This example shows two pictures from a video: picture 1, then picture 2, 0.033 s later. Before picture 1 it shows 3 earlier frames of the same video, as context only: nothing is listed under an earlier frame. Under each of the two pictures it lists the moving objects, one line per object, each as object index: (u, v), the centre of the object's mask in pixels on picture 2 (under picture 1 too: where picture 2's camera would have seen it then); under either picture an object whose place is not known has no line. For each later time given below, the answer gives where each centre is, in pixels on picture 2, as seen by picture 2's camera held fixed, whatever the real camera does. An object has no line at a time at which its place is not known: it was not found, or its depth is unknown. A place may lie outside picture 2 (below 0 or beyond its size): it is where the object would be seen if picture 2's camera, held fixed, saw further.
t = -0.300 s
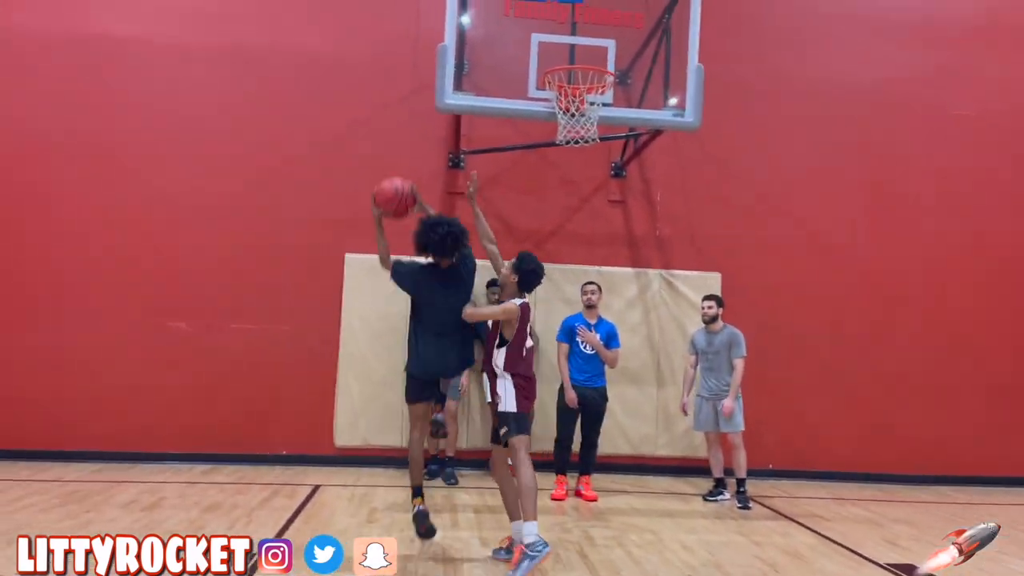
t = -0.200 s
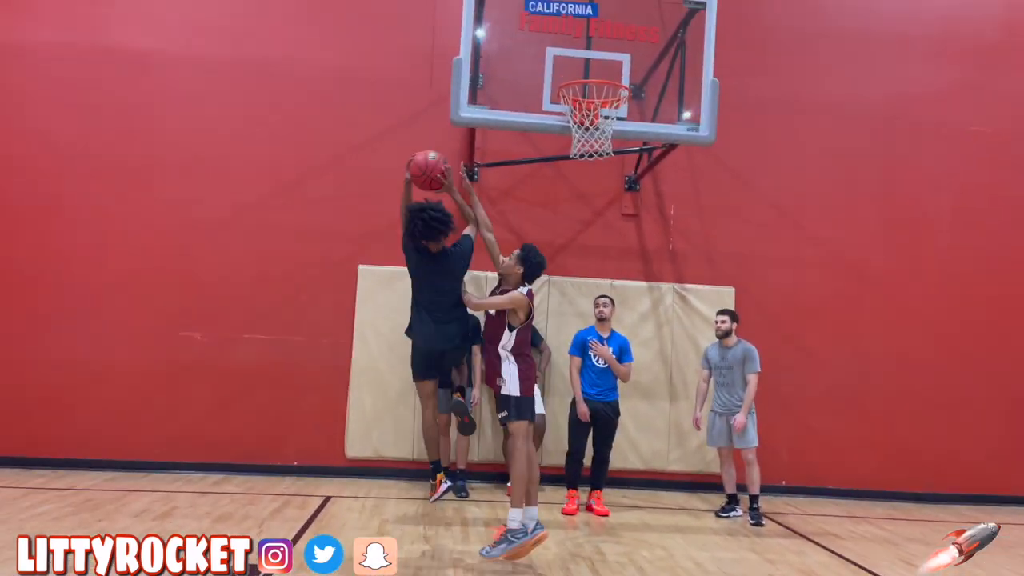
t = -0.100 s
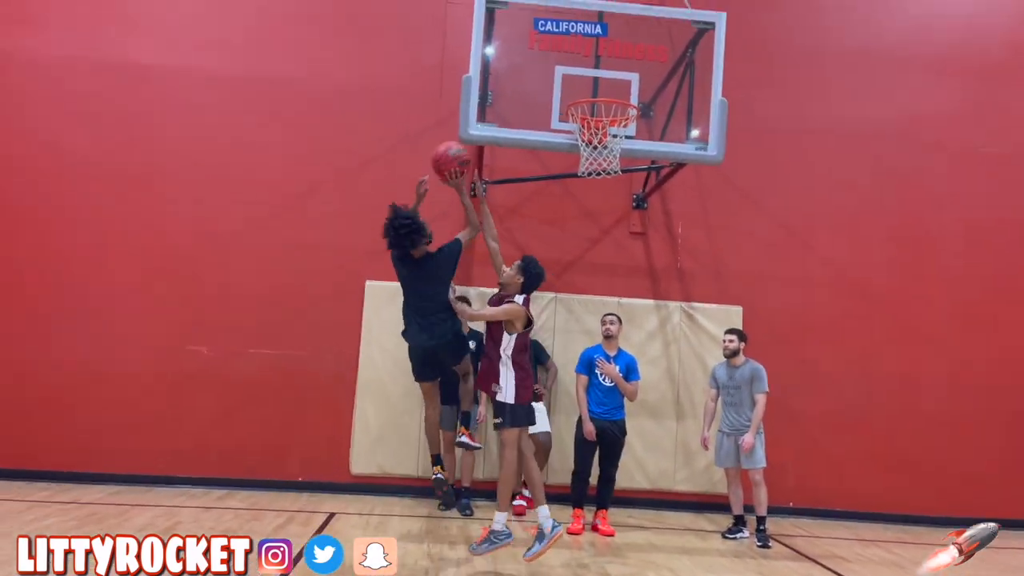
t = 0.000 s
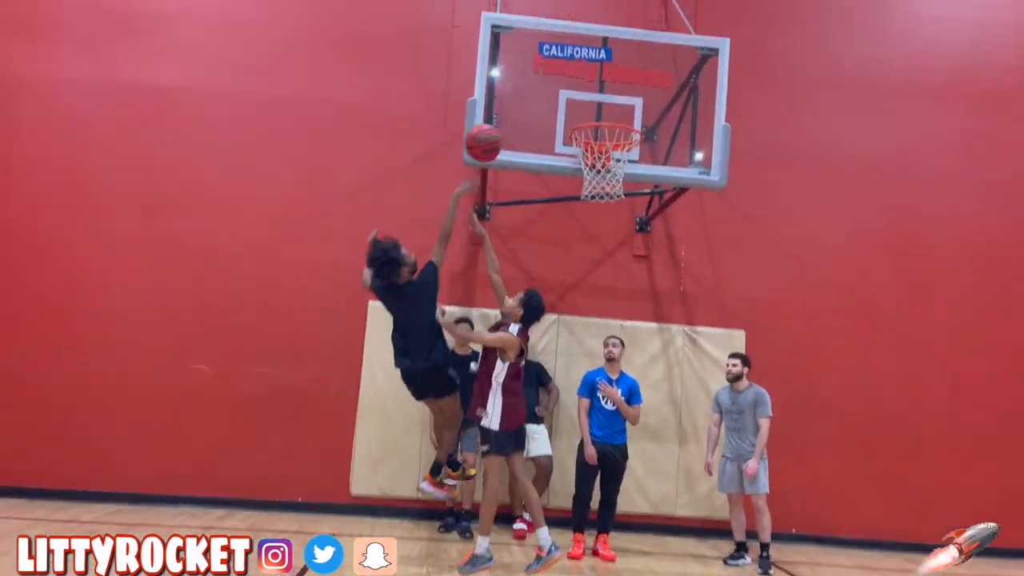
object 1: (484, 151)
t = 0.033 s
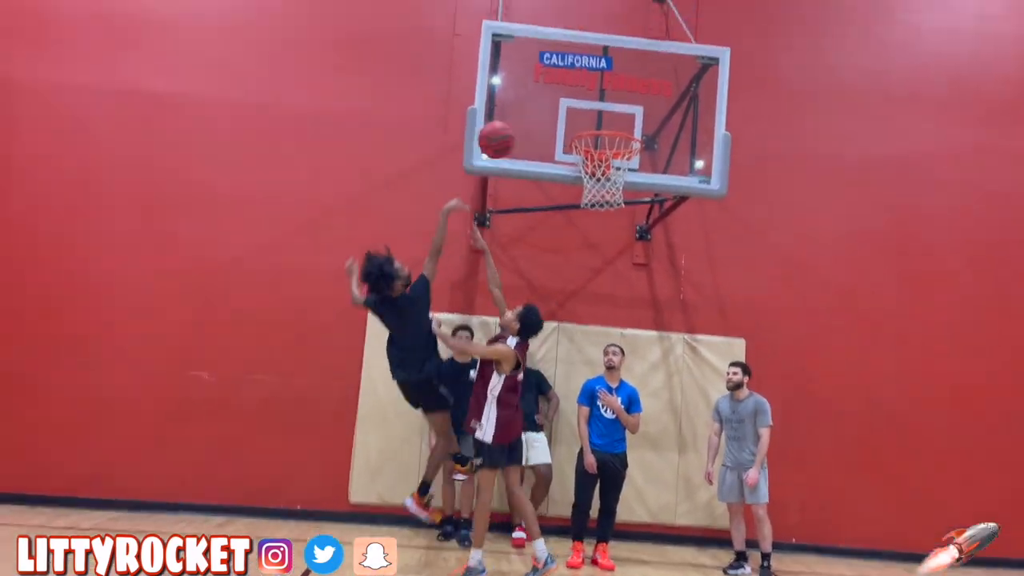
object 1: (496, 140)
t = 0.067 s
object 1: (507, 130)
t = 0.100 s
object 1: (519, 122)
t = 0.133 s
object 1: (529, 117)
